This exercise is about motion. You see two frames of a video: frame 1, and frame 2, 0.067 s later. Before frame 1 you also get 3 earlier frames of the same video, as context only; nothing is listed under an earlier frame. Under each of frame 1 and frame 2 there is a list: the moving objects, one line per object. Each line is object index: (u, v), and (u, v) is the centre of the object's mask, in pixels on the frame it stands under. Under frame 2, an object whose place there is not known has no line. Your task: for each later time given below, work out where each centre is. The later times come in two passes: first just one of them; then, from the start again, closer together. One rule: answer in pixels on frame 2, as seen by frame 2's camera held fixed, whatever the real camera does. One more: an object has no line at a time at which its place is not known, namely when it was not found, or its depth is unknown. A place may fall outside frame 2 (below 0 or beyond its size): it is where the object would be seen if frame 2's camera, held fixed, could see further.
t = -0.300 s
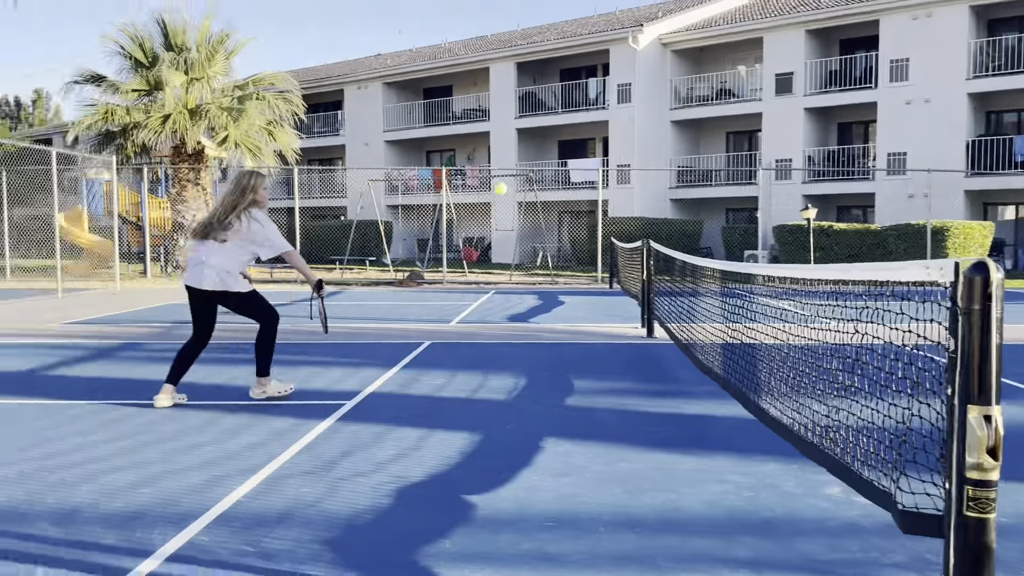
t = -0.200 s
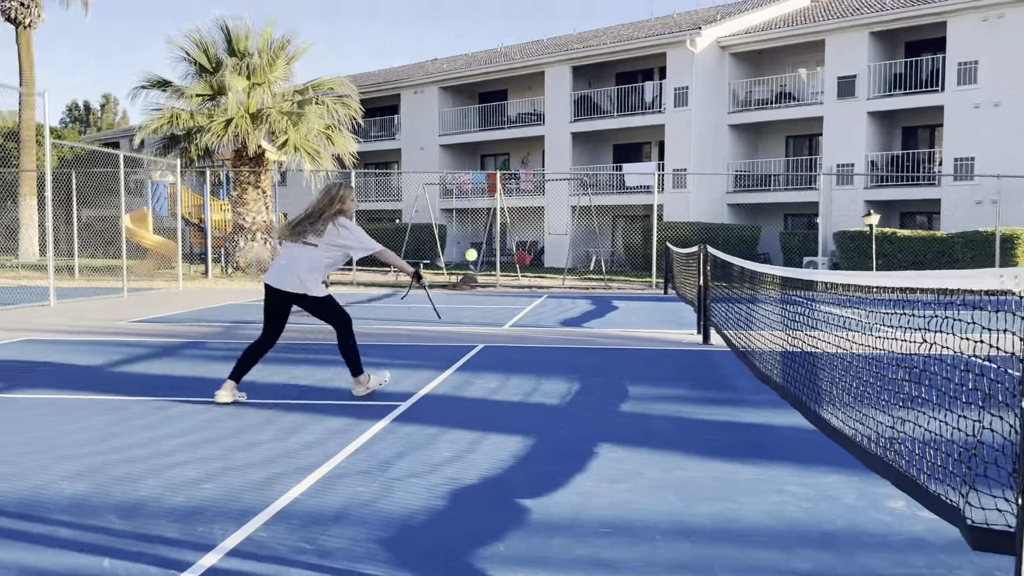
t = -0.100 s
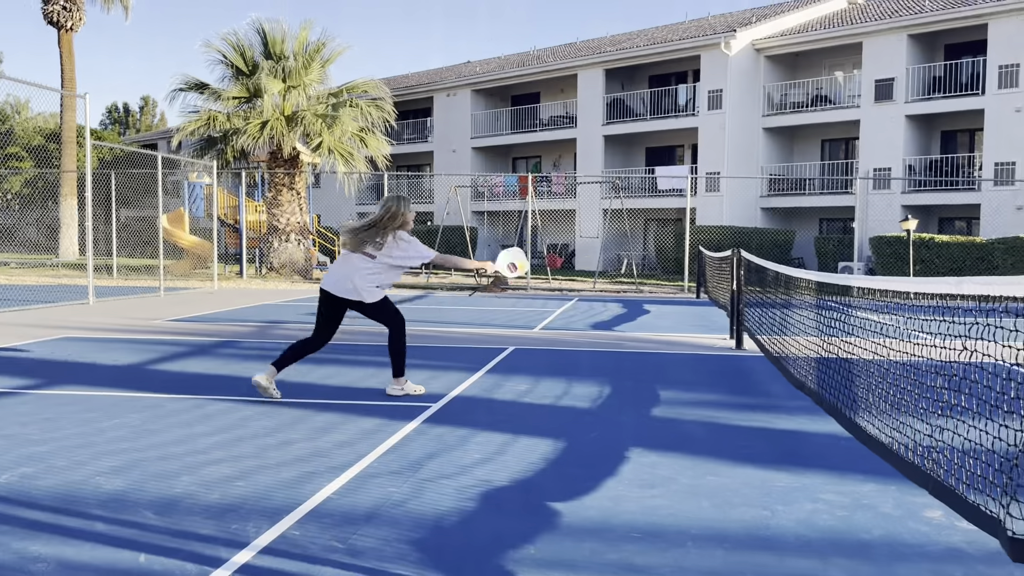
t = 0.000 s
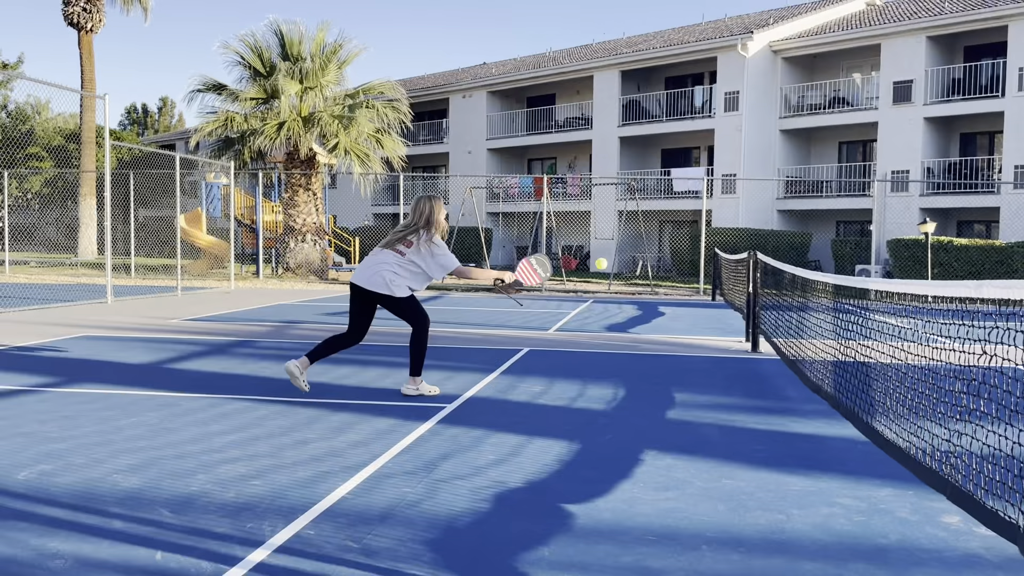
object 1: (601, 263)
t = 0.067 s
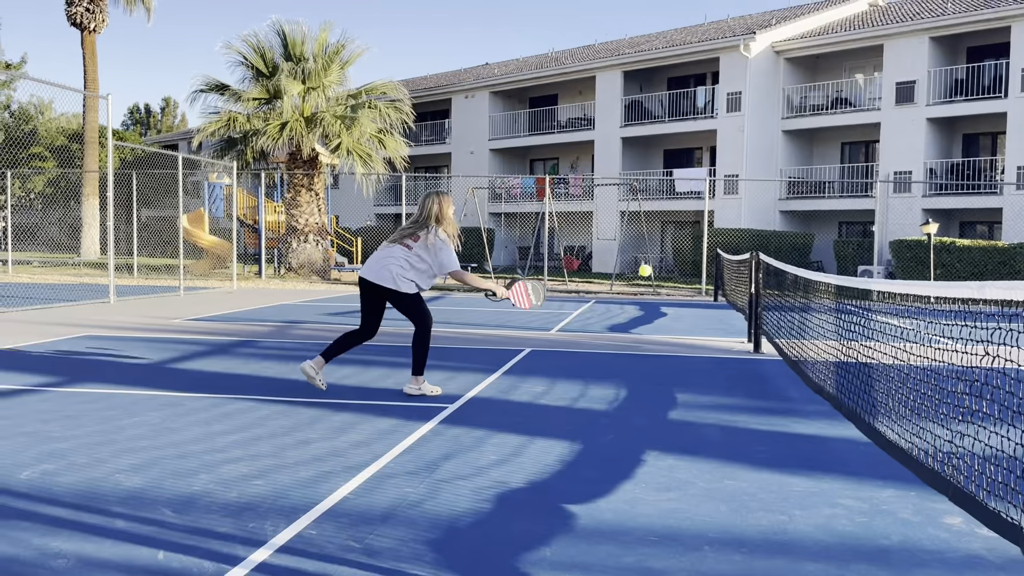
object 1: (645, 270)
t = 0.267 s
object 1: (767, 331)
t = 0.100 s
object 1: (666, 276)
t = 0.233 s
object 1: (747, 317)
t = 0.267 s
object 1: (767, 331)
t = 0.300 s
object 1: (786, 347)
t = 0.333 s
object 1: (804, 364)
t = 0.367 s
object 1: (805, 372)
